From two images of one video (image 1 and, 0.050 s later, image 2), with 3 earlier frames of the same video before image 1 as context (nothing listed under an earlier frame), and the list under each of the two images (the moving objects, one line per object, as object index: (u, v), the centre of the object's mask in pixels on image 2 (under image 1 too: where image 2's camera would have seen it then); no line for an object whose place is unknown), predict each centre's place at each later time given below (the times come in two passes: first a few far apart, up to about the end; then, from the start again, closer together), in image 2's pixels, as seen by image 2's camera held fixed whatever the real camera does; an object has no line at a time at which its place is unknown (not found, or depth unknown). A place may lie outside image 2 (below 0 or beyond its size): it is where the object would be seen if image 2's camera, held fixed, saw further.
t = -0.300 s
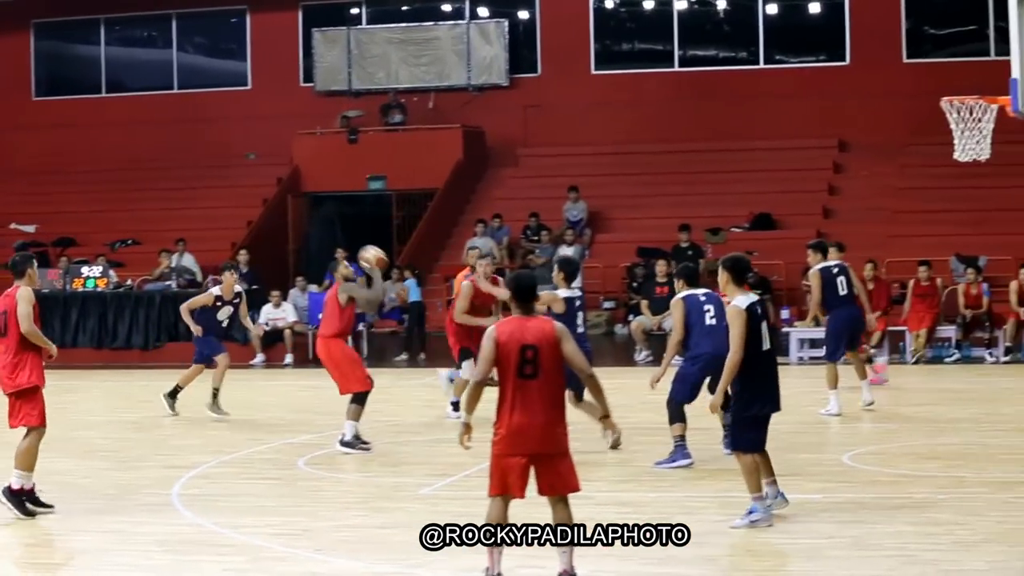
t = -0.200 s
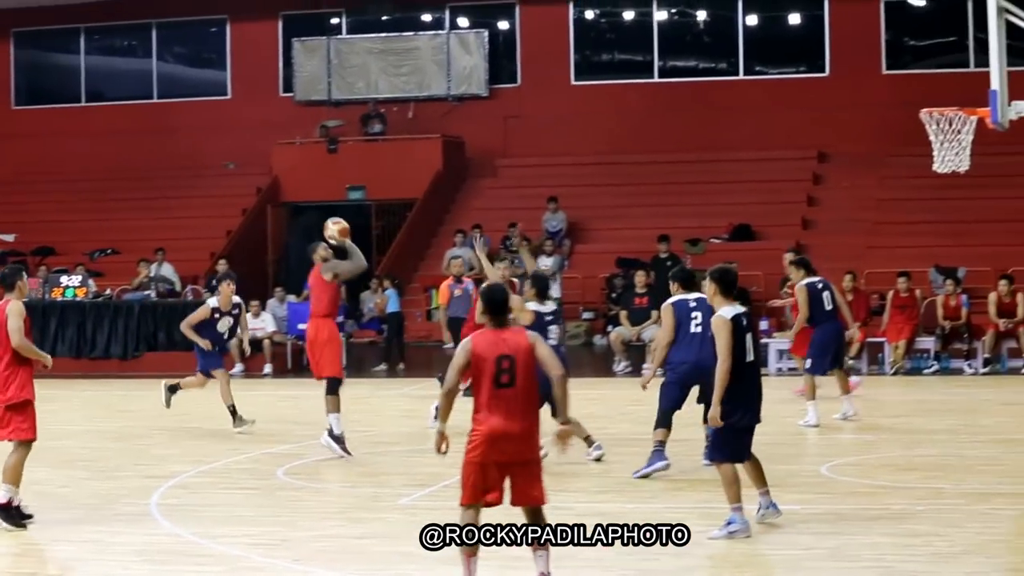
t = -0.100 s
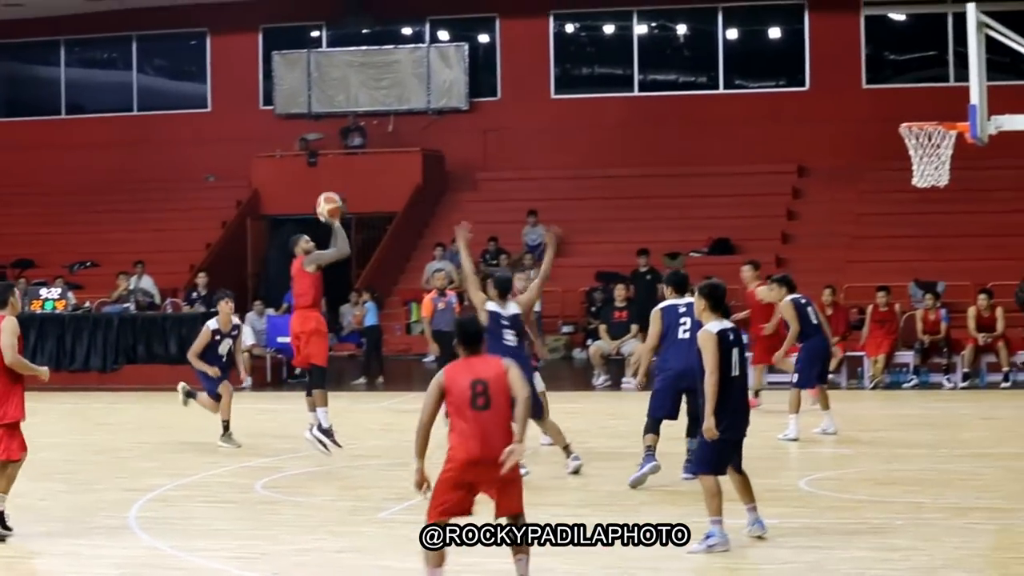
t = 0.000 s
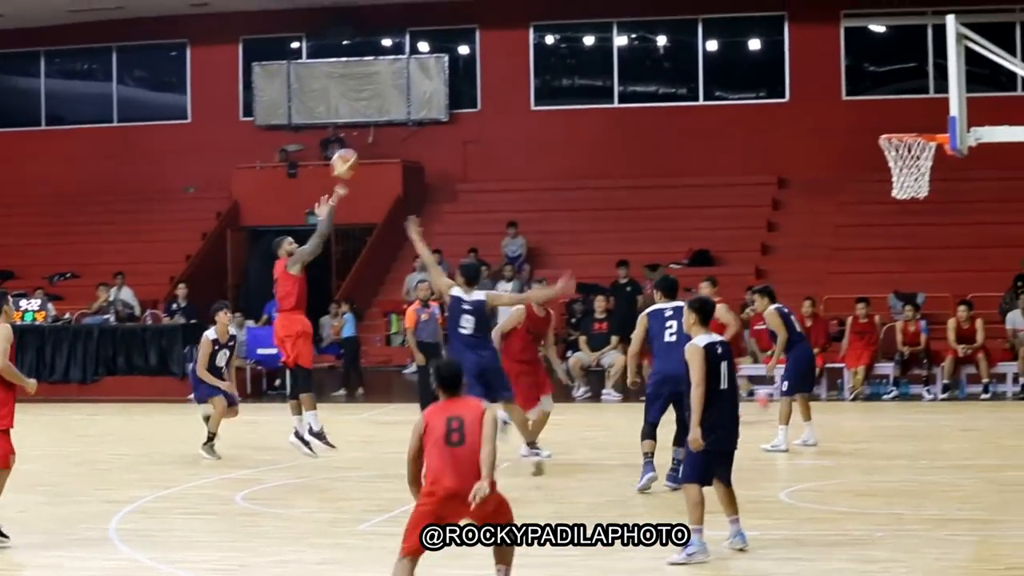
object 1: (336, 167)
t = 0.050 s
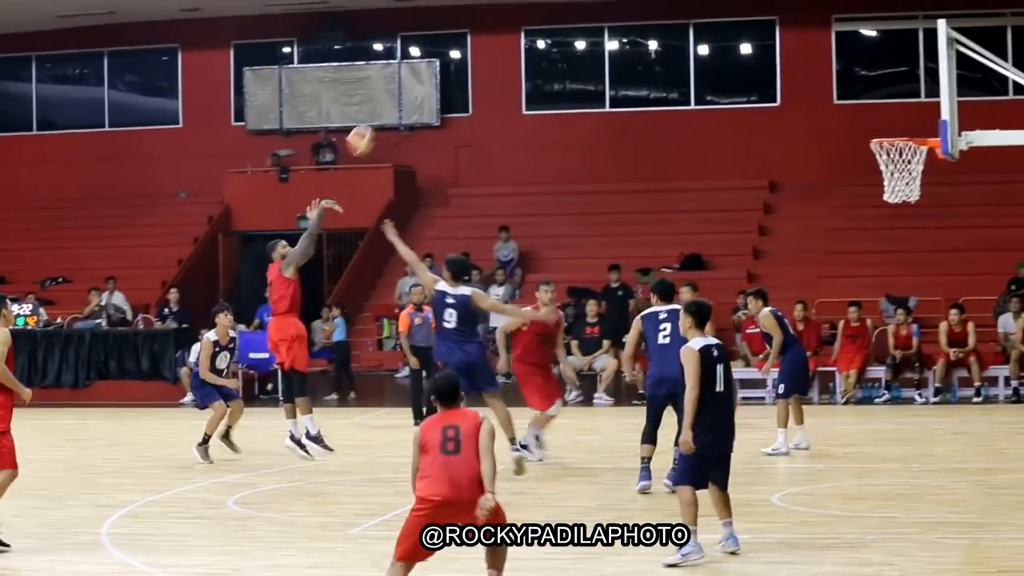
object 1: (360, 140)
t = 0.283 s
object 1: (482, 44)
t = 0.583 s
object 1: (639, 5)
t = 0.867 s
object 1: (795, 57)
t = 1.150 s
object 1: (935, 177)
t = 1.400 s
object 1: (924, 224)
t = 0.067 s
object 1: (369, 132)
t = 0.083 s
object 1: (377, 124)
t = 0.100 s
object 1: (386, 115)
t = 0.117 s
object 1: (395, 107)
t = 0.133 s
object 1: (404, 99)
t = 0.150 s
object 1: (412, 92)
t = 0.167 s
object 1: (421, 85)
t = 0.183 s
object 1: (430, 78)
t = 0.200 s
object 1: (439, 71)
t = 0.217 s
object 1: (448, 66)
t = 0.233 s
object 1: (455, 60)
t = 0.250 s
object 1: (463, 54)
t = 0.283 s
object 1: (482, 44)
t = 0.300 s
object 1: (490, 40)
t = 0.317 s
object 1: (499, 36)
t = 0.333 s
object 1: (508, 32)
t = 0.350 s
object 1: (517, 28)
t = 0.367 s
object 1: (525, 24)
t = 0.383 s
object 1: (534, 21)
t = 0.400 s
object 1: (543, 18)
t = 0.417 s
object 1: (551, 16)
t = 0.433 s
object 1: (560, 14)
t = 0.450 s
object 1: (569, 13)
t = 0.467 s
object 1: (578, 11)
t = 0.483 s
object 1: (587, 10)
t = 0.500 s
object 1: (595, 9)
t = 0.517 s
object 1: (604, 7)
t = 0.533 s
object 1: (613, 6)
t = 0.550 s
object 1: (622, 6)
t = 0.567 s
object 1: (630, 6)
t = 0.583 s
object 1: (639, 5)
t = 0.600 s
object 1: (648, 5)
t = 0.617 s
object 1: (657, 6)
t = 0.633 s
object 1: (666, 7)
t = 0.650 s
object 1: (675, 9)
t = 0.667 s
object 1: (684, 11)
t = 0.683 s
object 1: (693, 13)
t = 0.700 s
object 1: (702, 15)
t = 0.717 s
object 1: (711, 18)
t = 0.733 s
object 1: (721, 21)
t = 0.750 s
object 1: (730, 25)
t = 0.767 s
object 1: (739, 28)
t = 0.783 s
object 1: (748, 31)
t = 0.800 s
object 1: (757, 36)
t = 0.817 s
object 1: (766, 41)
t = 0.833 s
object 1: (776, 46)
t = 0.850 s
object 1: (785, 52)
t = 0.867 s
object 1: (795, 57)
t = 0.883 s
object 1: (803, 62)
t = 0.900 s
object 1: (812, 68)
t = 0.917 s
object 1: (822, 75)
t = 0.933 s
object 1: (832, 82)
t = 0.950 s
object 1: (841, 88)
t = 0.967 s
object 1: (851, 97)
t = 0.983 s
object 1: (861, 105)
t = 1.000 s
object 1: (870, 112)
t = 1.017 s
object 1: (880, 120)
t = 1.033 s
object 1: (889, 125)
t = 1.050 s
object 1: (898, 130)
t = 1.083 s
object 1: (920, 158)
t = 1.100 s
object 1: (926, 168)
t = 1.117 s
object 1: (931, 173)
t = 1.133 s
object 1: (935, 174)
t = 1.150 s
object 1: (935, 177)
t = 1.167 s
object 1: (937, 178)
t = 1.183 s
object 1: (930, 188)
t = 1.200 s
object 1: (930, 188)
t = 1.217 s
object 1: (930, 188)
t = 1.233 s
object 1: (930, 189)
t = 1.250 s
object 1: (931, 190)
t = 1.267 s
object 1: (930, 192)
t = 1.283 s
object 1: (930, 195)
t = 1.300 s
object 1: (929, 198)
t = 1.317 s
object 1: (928, 202)
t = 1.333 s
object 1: (927, 205)
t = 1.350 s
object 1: (926, 209)
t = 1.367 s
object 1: (926, 214)
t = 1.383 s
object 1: (925, 219)
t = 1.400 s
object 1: (924, 224)
